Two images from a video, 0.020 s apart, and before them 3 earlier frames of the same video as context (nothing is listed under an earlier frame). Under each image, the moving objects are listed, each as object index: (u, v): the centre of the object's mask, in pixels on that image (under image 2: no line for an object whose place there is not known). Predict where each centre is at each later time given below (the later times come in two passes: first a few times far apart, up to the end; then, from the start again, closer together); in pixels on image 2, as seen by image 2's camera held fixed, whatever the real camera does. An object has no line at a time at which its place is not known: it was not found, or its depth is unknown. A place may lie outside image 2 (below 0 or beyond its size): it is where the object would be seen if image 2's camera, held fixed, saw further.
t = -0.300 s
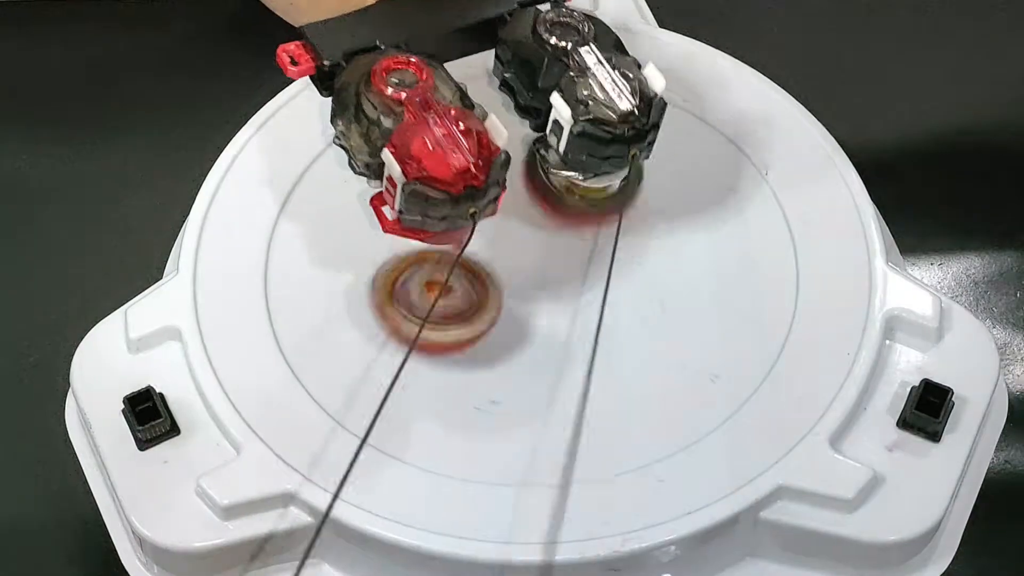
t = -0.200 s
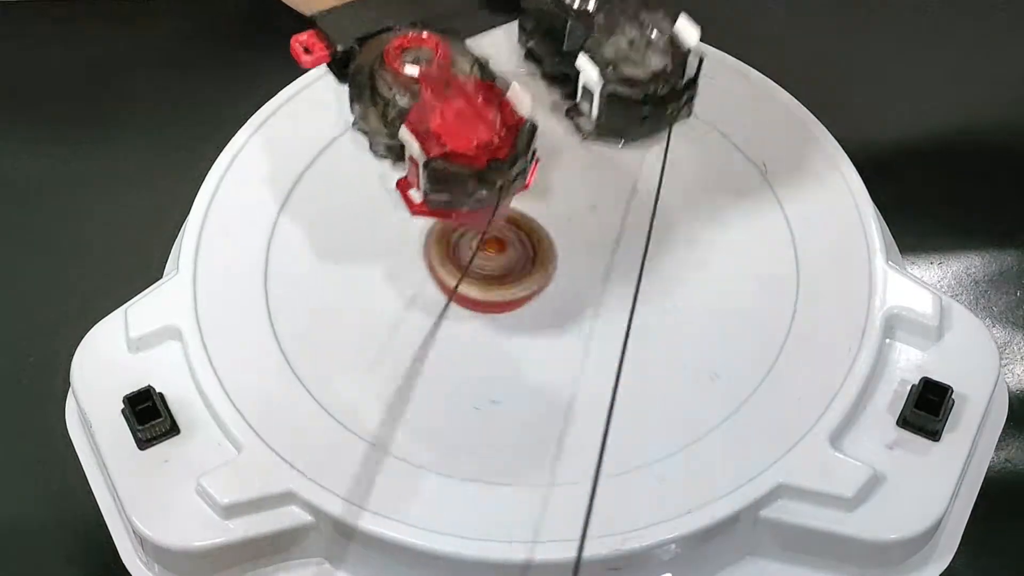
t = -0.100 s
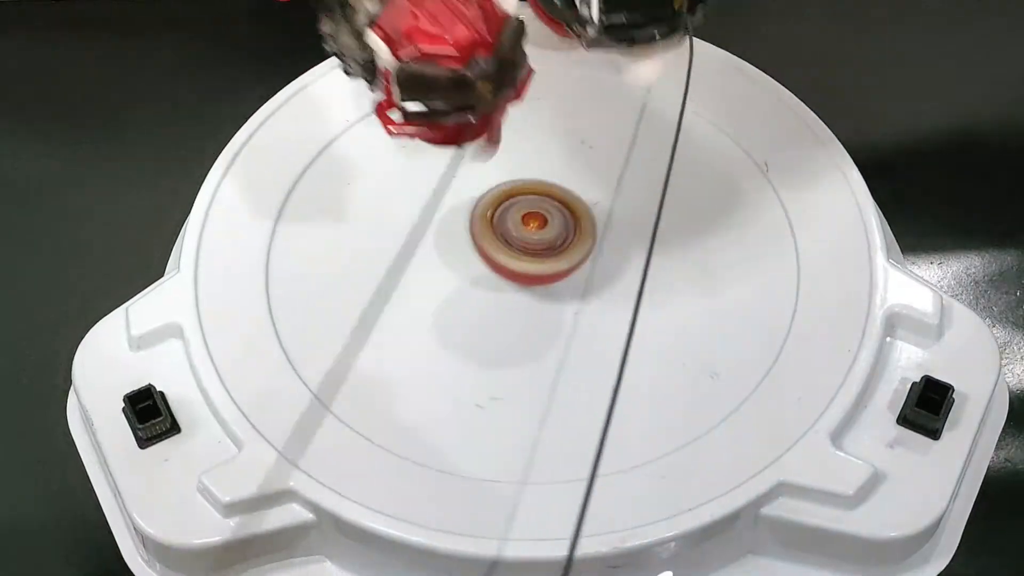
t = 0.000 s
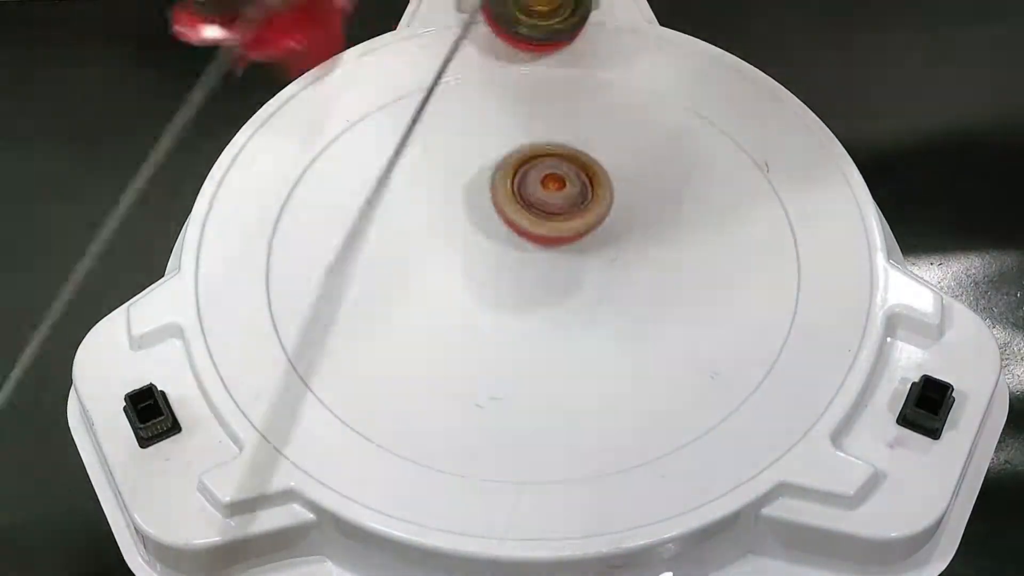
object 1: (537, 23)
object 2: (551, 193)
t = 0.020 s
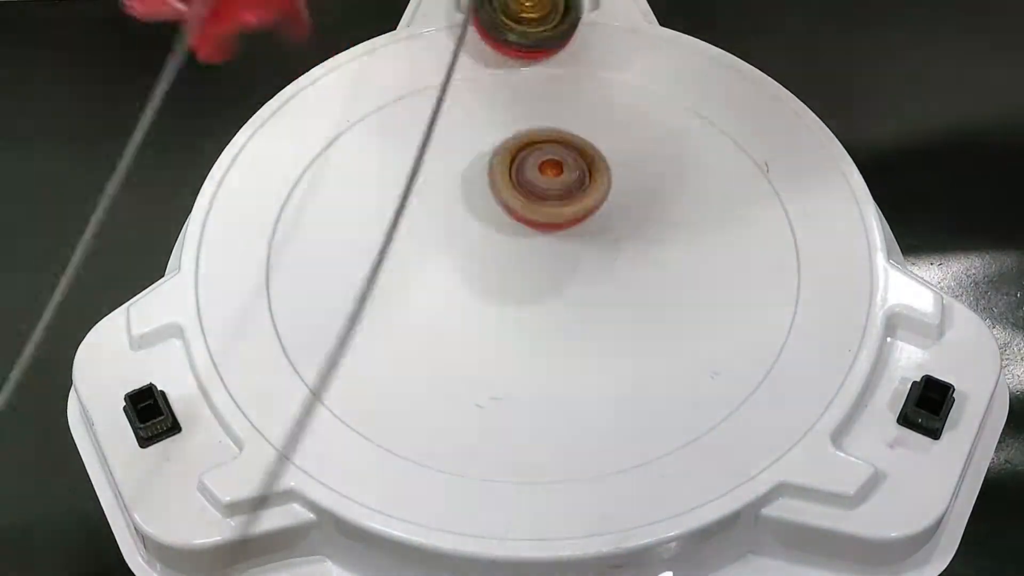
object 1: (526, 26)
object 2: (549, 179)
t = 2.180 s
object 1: (597, 317)
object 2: (607, 60)
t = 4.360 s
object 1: (589, 250)
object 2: (502, 168)
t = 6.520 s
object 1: (528, 287)
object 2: (553, 155)
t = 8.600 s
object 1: (457, 240)
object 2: (635, 229)
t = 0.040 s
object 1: (516, 30)
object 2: (548, 169)
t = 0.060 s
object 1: (506, 34)
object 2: (544, 158)
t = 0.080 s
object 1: (495, 39)
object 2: (540, 148)
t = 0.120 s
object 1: (472, 43)
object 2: (532, 147)
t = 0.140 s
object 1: (460, 39)
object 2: (530, 160)
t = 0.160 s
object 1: (448, 38)
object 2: (528, 171)
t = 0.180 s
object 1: (438, 37)
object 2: (527, 182)
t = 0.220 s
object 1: (420, 39)
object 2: (528, 205)
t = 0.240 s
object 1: (411, 42)
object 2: (532, 215)
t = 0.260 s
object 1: (403, 44)
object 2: (538, 225)
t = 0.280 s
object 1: (396, 49)
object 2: (546, 234)
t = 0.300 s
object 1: (392, 53)
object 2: (556, 242)
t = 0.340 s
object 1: (387, 70)
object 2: (580, 253)
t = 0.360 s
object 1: (388, 82)
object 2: (594, 255)
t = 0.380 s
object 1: (390, 98)
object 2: (608, 256)
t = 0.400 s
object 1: (395, 109)
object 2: (621, 254)
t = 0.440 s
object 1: (408, 142)
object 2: (646, 245)
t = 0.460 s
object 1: (417, 158)
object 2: (656, 238)
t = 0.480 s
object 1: (427, 175)
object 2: (664, 229)
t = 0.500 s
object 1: (439, 192)
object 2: (669, 220)
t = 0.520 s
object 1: (453, 208)
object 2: (670, 210)
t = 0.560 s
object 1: (483, 238)
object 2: (664, 190)
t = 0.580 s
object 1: (499, 251)
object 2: (656, 181)
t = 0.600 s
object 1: (516, 262)
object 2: (645, 174)
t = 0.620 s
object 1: (533, 271)
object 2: (631, 169)
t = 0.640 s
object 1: (551, 279)
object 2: (616, 166)
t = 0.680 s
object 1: (590, 290)
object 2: (583, 169)
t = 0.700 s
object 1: (610, 293)
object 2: (566, 173)
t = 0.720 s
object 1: (631, 294)
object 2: (550, 181)
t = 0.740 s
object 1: (652, 294)
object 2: (536, 190)
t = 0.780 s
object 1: (693, 288)
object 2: (512, 213)
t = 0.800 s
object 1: (713, 283)
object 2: (503, 226)
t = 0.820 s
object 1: (731, 276)
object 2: (496, 240)
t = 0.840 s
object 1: (748, 268)
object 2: (492, 255)
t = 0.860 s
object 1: (762, 258)
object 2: (491, 270)
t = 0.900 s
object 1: (781, 236)
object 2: (496, 298)
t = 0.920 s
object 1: (786, 224)
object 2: (503, 311)
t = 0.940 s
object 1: (789, 212)
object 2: (512, 323)
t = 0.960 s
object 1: (784, 201)
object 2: (523, 334)
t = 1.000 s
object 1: (766, 179)
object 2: (553, 349)
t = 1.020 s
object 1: (756, 169)
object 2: (571, 354)
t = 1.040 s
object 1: (743, 161)
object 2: (589, 356)
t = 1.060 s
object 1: (730, 154)
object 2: (608, 357)
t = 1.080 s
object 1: (716, 146)
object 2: (627, 354)
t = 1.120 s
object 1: (683, 137)
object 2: (662, 341)
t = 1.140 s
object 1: (664, 133)
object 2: (676, 331)
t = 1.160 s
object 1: (645, 131)
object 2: (687, 319)
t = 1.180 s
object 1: (625, 130)
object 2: (696, 306)
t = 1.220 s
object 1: (587, 132)
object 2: (702, 276)
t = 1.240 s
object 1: (570, 135)
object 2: (699, 262)
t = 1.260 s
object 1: (553, 140)
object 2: (693, 247)
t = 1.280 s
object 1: (537, 146)
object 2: (685, 234)
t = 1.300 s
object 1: (522, 154)
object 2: (673, 222)
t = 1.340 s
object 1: (495, 172)
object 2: (642, 203)
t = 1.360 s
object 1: (483, 183)
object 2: (625, 196)
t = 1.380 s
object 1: (474, 194)
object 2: (606, 190)
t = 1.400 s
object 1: (467, 205)
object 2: (586, 186)
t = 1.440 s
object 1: (429, 227)
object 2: (572, 179)
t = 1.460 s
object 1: (414, 236)
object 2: (564, 177)
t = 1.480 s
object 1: (399, 248)
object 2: (554, 176)
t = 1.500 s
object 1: (387, 260)
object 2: (543, 176)
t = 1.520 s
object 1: (377, 273)
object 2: (531, 178)
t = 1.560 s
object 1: (365, 298)
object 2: (507, 188)
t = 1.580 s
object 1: (361, 312)
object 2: (496, 196)
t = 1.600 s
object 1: (362, 324)
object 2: (486, 205)
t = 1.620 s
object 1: (364, 338)
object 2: (478, 216)
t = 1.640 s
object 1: (368, 350)
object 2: (473, 227)
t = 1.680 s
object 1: (383, 375)
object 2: (469, 252)
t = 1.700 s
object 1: (394, 382)
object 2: (471, 264)
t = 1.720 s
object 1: (406, 392)
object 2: (476, 276)
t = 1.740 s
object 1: (419, 396)
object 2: (484, 287)
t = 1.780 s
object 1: (450, 404)
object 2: (507, 305)
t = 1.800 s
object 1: (465, 405)
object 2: (523, 311)
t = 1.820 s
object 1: (479, 407)
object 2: (540, 314)
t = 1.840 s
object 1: (482, 415)
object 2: (567, 306)
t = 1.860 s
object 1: (484, 422)
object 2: (592, 292)
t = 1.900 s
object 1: (491, 431)
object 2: (635, 261)
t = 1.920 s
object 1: (497, 432)
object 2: (650, 244)
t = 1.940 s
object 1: (505, 430)
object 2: (660, 228)
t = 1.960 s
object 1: (514, 426)
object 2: (668, 212)
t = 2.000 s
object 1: (533, 417)
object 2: (676, 177)
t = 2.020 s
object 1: (544, 409)
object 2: (675, 161)
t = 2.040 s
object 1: (555, 399)
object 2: (673, 145)
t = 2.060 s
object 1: (566, 388)
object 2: (669, 130)
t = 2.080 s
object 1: (573, 377)
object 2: (663, 116)
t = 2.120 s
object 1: (586, 352)
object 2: (646, 91)
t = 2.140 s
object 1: (591, 340)
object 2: (635, 79)
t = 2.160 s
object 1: (595, 328)
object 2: (622, 69)
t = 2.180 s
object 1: (597, 317)
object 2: (607, 60)
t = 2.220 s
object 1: (599, 293)
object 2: (576, 49)
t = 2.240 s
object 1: (597, 282)
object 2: (559, 48)
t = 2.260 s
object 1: (594, 272)
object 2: (541, 47)
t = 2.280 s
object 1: (590, 262)
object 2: (523, 49)
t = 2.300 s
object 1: (587, 253)
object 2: (505, 52)
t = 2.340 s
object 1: (574, 237)
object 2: (470, 68)
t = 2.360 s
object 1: (568, 231)
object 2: (455, 79)
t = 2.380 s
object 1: (562, 225)
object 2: (442, 92)
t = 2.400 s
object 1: (555, 220)
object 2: (431, 105)
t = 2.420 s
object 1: (547, 214)
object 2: (421, 121)
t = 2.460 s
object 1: (532, 203)
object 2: (408, 155)
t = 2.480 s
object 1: (525, 198)
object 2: (405, 173)
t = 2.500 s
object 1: (538, 197)
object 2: (382, 184)
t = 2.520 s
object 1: (560, 198)
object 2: (353, 195)
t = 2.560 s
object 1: (596, 201)
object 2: (312, 216)
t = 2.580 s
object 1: (610, 200)
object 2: (297, 229)
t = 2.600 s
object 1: (624, 202)
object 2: (286, 243)
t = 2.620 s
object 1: (635, 201)
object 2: (278, 258)
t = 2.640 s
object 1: (645, 200)
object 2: (272, 274)
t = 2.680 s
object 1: (658, 197)
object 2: (291, 308)
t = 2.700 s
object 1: (663, 195)
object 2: (305, 322)
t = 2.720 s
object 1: (666, 192)
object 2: (319, 338)
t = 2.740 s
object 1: (667, 189)
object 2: (332, 352)
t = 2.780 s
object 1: (668, 183)
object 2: (362, 380)
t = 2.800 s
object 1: (665, 180)
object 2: (378, 390)
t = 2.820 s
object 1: (662, 179)
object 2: (396, 399)
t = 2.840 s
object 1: (658, 177)
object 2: (417, 406)
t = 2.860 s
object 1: (653, 174)
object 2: (438, 410)
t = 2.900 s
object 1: (642, 172)
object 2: (485, 412)
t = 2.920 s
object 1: (636, 169)
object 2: (507, 409)
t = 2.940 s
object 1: (629, 167)
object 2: (529, 404)
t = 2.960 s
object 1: (622, 167)
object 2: (551, 396)
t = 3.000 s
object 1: (608, 163)
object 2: (589, 376)
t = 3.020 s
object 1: (600, 162)
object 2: (604, 362)
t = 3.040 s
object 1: (593, 162)
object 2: (616, 349)
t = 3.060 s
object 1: (584, 160)
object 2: (627, 334)
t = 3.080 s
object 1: (576, 160)
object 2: (634, 319)
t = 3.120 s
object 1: (561, 161)
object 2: (645, 286)
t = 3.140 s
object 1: (555, 162)
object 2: (646, 270)
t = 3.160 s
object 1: (550, 164)
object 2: (647, 253)
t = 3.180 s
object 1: (546, 165)
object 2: (645, 237)
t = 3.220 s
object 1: (529, 167)
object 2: (647, 211)
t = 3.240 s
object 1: (515, 165)
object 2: (649, 203)
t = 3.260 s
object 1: (503, 165)
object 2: (649, 192)
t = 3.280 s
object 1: (492, 166)
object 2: (647, 181)
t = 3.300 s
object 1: (482, 168)
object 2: (643, 168)
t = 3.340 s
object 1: (462, 177)
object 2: (629, 145)
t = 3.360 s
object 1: (455, 181)
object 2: (621, 134)
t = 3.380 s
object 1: (448, 187)
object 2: (610, 124)
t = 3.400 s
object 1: (441, 193)
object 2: (597, 115)
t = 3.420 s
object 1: (437, 198)
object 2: (584, 108)
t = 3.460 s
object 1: (428, 210)
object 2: (555, 99)
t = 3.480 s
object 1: (425, 216)
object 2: (539, 98)
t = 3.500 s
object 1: (423, 223)
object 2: (521, 98)
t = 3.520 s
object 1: (420, 229)
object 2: (506, 100)
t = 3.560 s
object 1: (419, 241)
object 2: (477, 111)
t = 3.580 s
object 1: (419, 248)
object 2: (462, 119)
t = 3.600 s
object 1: (420, 254)
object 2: (450, 128)
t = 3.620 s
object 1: (424, 260)
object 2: (439, 139)
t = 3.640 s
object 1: (426, 267)
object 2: (430, 152)
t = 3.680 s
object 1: (439, 280)
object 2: (419, 176)
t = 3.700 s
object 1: (447, 292)
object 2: (415, 186)
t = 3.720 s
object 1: (457, 302)
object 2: (414, 196)
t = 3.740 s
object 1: (466, 310)
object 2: (414, 208)
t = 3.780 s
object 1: (486, 326)
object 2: (421, 230)
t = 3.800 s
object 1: (502, 343)
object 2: (422, 229)
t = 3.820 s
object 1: (518, 359)
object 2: (425, 229)
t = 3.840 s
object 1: (535, 373)
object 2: (430, 230)
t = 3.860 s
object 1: (549, 380)
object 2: (436, 231)
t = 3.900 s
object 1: (577, 394)
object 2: (453, 233)
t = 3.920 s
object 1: (588, 394)
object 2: (463, 233)
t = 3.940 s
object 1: (599, 396)
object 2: (472, 231)
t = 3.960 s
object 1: (608, 393)
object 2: (482, 229)
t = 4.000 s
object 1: (621, 384)
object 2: (501, 219)
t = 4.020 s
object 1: (626, 376)
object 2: (509, 213)
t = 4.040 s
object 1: (630, 370)
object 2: (516, 208)
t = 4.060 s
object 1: (633, 361)
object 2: (521, 201)
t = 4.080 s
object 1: (634, 351)
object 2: (527, 193)
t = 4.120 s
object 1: (631, 334)
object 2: (531, 179)
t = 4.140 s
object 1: (627, 326)
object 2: (533, 172)
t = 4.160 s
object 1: (625, 318)
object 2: (532, 165)
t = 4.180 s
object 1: (622, 309)
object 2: (530, 160)
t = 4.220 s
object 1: (614, 293)
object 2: (524, 152)
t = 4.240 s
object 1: (609, 287)
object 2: (520, 150)
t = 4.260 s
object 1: (605, 280)
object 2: (515, 149)
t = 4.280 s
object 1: (602, 273)
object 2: (511, 151)
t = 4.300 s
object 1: (598, 267)
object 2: (508, 153)
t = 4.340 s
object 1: (592, 255)
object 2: (503, 162)
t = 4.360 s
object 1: (589, 250)
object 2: (502, 168)
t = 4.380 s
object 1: (590, 250)
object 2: (500, 170)
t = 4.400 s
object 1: (600, 260)
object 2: (490, 161)
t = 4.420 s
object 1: (607, 269)
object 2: (480, 155)
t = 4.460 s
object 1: (617, 283)
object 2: (459, 147)
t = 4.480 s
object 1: (620, 289)
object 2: (449, 146)
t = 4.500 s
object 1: (621, 292)
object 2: (440, 147)
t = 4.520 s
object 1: (621, 297)
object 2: (430, 149)
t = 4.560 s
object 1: (618, 301)
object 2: (416, 160)
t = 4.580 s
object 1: (615, 302)
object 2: (412, 168)
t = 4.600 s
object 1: (611, 302)
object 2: (410, 177)
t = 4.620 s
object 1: (608, 302)
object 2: (412, 187)
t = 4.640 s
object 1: (604, 300)
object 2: (416, 197)
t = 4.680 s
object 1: (595, 297)
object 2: (431, 216)
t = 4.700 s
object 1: (591, 295)
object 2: (442, 224)
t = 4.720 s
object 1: (588, 293)
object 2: (454, 230)
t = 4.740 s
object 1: (584, 289)
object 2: (467, 236)
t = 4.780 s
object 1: (594, 294)
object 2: (482, 232)
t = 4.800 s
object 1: (599, 297)
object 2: (489, 229)
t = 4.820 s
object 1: (603, 298)
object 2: (498, 224)
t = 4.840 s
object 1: (606, 298)
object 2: (506, 219)
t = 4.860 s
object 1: (607, 298)
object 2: (515, 214)
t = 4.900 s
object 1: (607, 296)
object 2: (528, 201)
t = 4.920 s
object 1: (606, 295)
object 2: (534, 194)
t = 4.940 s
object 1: (604, 293)
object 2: (538, 186)
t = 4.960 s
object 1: (603, 291)
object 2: (541, 179)
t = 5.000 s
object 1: (598, 287)
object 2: (544, 165)
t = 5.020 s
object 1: (596, 284)
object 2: (544, 159)
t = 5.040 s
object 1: (593, 282)
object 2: (543, 153)
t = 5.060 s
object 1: (591, 279)
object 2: (539, 149)
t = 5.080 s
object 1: (589, 278)
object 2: (535, 145)
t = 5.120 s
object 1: (584, 273)
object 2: (525, 142)
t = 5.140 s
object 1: (582, 271)
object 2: (521, 145)
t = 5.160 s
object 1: (580, 269)
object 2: (516, 147)
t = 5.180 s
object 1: (578, 267)
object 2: (513, 151)
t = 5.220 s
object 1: (574, 263)
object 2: (511, 163)
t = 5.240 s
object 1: (573, 261)
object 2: (511, 170)
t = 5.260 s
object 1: (575, 268)
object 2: (511, 170)
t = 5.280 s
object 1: (577, 273)
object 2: (509, 168)
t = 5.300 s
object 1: (577, 277)
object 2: (507, 167)
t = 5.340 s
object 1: (576, 281)
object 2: (503, 166)
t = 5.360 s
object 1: (575, 282)
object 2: (502, 168)
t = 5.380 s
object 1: (574, 282)
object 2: (502, 171)
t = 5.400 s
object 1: (571, 282)
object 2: (502, 174)
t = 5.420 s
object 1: (570, 281)
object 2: (503, 176)
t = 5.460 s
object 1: (568, 279)
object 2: (508, 185)
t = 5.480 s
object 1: (567, 280)
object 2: (510, 188)
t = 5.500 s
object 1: (568, 286)
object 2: (511, 186)
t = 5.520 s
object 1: (570, 291)
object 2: (512, 184)
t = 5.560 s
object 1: (569, 296)
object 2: (514, 181)
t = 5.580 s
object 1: (568, 297)
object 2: (515, 181)
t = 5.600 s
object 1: (567, 297)
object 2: (516, 180)
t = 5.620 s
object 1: (567, 296)
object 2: (517, 179)
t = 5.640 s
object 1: (566, 296)
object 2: (519, 180)
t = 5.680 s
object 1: (565, 294)
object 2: (522, 183)
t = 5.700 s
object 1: (565, 293)
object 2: (524, 184)
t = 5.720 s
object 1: (563, 291)
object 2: (526, 185)
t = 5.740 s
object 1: (563, 291)
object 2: (530, 187)
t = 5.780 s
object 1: (562, 292)
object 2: (536, 188)
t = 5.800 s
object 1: (561, 293)
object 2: (539, 186)
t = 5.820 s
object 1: (559, 294)
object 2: (541, 182)
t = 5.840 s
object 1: (558, 293)
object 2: (543, 181)
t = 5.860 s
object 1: (557, 292)
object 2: (546, 179)
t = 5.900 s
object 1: (556, 290)
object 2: (549, 178)
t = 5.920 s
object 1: (556, 289)
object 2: (549, 177)
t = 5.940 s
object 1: (555, 288)
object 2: (552, 177)
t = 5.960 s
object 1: (554, 287)
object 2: (553, 177)
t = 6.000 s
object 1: (554, 285)
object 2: (555, 179)
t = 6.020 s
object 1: (553, 284)
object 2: (555, 180)
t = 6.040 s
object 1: (552, 283)
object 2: (556, 180)
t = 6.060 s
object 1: (552, 283)
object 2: (559, 180)
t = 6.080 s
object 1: (551, 283)
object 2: (560, 179)
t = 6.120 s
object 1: (550, 281)
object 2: (560, 178)
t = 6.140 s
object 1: (549, 281)
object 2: (561, 177)
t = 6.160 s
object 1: (549, 280)
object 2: (562, 176)
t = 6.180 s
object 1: (548, 279)
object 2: (563, 175)
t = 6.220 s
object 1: (548, 277)
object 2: (562, 175)
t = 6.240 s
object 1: (547, 277)
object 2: (561, 174)
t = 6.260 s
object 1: (545, 276)
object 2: (562, 173)
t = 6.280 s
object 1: (545, 275)
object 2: (562, 173)
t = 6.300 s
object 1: (543, 275)
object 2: (562, 172)
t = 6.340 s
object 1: (540, 276)
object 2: (560, 171)
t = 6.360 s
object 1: (540, 275)
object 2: (559, 170)
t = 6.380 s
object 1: (539, 274)
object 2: (559, 171)
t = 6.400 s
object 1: (540, 273)
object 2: (557, 171)
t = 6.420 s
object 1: (538, 276)
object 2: (557, 171)
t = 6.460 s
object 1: (532, 284)
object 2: (558, 163)
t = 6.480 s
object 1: (531, 287)
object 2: (556, 159)
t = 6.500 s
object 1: (528, 288)
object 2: (555, 157)
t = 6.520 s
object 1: (528, 287)
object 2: (553, 155)
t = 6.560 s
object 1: (528, 286)
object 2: (548, 155)
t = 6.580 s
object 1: (528, 285)
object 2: (546, 158)
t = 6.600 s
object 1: (529, 284)
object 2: (543, 160)
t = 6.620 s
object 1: (529, 284)
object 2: (541, 164)
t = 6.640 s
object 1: (530, 283)
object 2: (539, 167)
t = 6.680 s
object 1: (531, 282)
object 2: (539, 178)
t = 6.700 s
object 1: (529, 288)
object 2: (541, 179)
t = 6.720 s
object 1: (526, 297)
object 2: (545, 174)
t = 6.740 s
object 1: (524, 303)
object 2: (547, 169)
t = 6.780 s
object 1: (521, 310)
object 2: (551, 160)
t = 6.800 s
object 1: (519, 311)
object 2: (551, 156)
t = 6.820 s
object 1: (518, 311)
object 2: (551, 153)
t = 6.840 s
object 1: (517, 310)
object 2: (550, 151)
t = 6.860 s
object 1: (517, 309)
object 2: (548, 150)
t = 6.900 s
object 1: (518, 307)
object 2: (546, 151)
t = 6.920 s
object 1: (519, 304)
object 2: (545, 152)
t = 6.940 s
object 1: (520, 303)
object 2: (544, 155)
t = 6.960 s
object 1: (521, 300)
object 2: (542, 159)
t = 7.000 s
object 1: (525, 297)
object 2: (541, 168)
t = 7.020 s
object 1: (526, 295)
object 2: (543, 174)
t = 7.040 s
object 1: (527, 293)
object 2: (545, 179)
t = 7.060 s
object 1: (529, 291)
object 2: (548, 185)
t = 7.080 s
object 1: (530, 291)
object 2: (551, 190)
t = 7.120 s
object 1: (525, 306)
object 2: (565, 182)
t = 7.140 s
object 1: (522, 310)
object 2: (570, 177)
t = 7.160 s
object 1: (521, 313)
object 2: (574, 173)
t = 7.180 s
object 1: (520, 314)
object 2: (579, 168)
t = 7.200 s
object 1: (518, 314)
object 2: (581, 164)
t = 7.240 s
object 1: (517, 312)
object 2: (584, 156)
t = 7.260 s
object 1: (517, 311)
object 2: (585, 152)
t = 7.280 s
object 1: (518, 308)
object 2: (584, 151)
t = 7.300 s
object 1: (519, 307)
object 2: (583, 149)
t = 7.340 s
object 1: (521, 303)
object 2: (579, 150)
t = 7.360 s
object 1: (522, 301)
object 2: (577, 152)
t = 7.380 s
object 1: (524, 299)
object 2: (573, 155)
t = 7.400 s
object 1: (525, 297)
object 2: (570, 158)
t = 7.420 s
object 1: (527, 295)
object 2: (567, 163)
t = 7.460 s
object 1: (530, 292)
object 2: (562, 175)
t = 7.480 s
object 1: (532, 290)
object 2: (562, 181)
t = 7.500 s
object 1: (533, 289)
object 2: (562, 188)
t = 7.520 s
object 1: (532, 289)
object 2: (564, 191)
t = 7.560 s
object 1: (525, 298)
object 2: (567, 199)
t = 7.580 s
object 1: (522, 301)
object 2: (571, 203)
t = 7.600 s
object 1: (520, 301)
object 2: (573, 207)
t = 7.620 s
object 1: (517, 302)
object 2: (579, 211)
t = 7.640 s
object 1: (510, 307)
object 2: (584, 213)
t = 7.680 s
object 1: (501, 315)
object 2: (599, 215)
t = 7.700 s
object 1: (497, 317)
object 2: (606, 215)
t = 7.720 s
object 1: (497, 317)
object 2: (612, 215)
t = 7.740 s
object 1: (497, 316)
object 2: (618, 214)
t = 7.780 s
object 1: (498, 316)
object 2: (627, 213)
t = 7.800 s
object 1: (499, 315)
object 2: (630, 212)
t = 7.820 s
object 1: (500, 314)
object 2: (633, 212)
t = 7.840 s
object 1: (501, 314)
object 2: (634, 211)
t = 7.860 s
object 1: (502, 314)
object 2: (635, 211)
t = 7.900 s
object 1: (504, 313)
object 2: (631, 212)
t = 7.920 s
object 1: (505, 312)
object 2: (630, 213)
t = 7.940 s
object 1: (506, 312)
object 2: (627, 214)
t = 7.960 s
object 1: (506, 311)
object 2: (624, 216)
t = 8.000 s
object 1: (508, 310)
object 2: (615, 221)
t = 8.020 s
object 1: (509, 308)
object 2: (610, 225)
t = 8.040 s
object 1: (510, 308)
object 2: (605, 229)
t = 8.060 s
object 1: (510, 307)
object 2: (601, 233)
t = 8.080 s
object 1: (489, 312)
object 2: (611, 230)
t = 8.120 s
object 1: (450, 318)
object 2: (633, 227)
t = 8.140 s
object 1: (435, 320)
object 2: (638, 225)
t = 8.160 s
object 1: (421, 321)
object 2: (644, 224)
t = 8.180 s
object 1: (412, 320)
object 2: (650, 222)
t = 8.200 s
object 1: (406, 320)
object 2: (656, 220)
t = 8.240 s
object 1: (404, 317)
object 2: (665, 217)
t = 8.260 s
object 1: (406, 316)
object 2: (666, 215)
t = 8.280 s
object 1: (409, 315)
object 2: (668, 213)
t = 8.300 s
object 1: (413, 314)
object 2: (668, 211)
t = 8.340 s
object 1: (418, 312)
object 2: (663, 209)
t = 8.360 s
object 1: (422, 310)
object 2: (660, 210)
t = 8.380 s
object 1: (425, 308)
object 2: (654, 210)
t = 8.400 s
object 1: (429, 304)
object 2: (649, 211)
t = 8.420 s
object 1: (435, 298)
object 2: (643, 213)
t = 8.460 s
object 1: (448, 287)
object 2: (629, 217)
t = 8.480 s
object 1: (456, 280)
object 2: (622, 220)
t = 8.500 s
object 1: (465, 273)
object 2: (614, 223)
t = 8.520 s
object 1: (474, 267)
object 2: (608, 225)
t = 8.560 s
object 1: (473, 253)
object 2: (615, 228)
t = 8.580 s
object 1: (463, 246)
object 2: (625, 229)
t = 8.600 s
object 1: (457, 240)
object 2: (635, 229)
